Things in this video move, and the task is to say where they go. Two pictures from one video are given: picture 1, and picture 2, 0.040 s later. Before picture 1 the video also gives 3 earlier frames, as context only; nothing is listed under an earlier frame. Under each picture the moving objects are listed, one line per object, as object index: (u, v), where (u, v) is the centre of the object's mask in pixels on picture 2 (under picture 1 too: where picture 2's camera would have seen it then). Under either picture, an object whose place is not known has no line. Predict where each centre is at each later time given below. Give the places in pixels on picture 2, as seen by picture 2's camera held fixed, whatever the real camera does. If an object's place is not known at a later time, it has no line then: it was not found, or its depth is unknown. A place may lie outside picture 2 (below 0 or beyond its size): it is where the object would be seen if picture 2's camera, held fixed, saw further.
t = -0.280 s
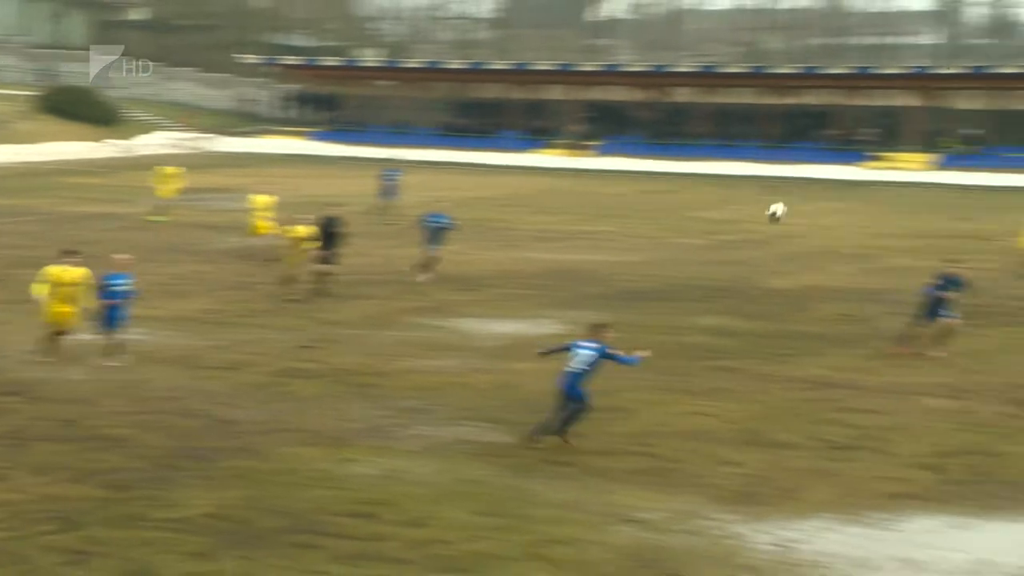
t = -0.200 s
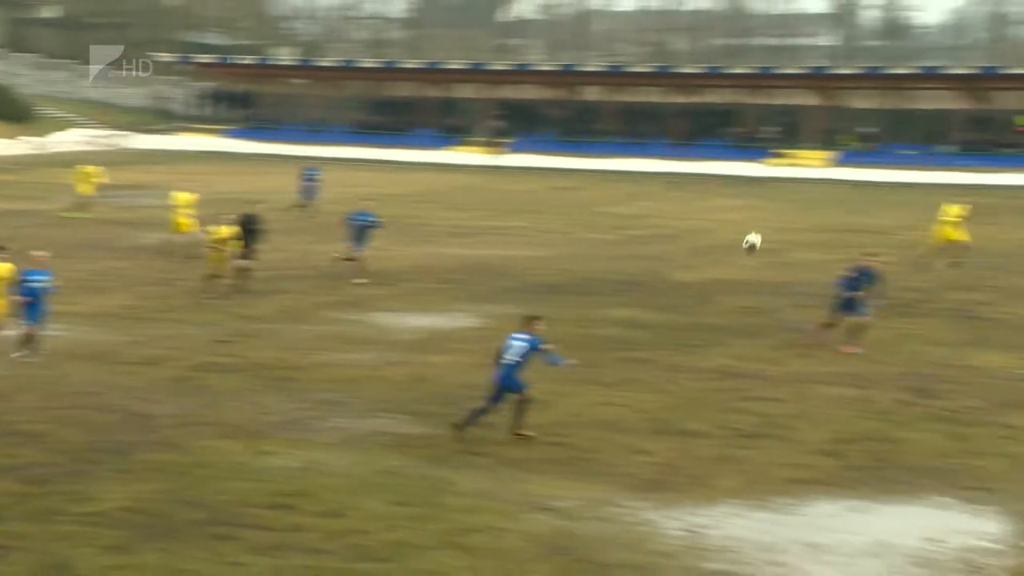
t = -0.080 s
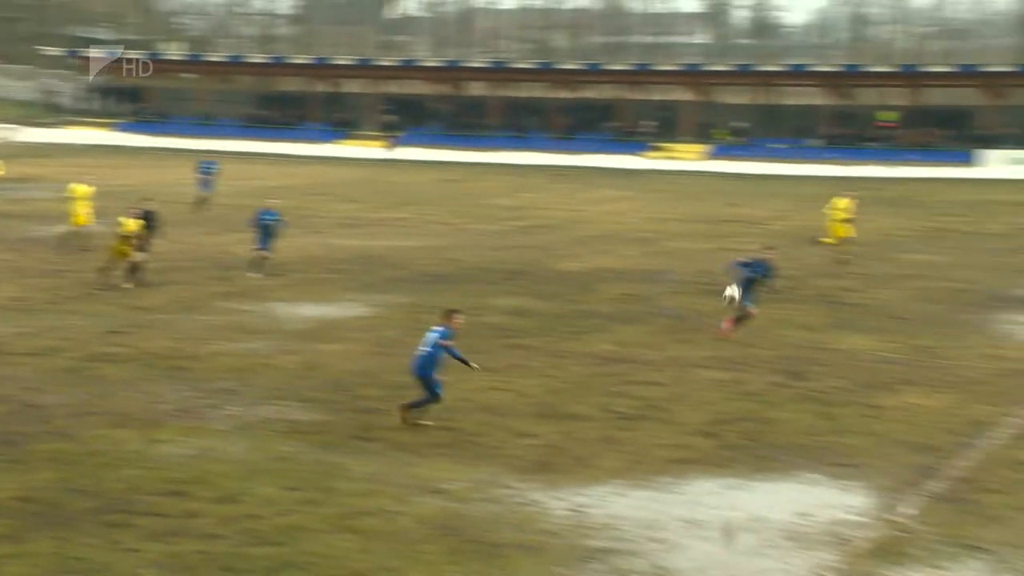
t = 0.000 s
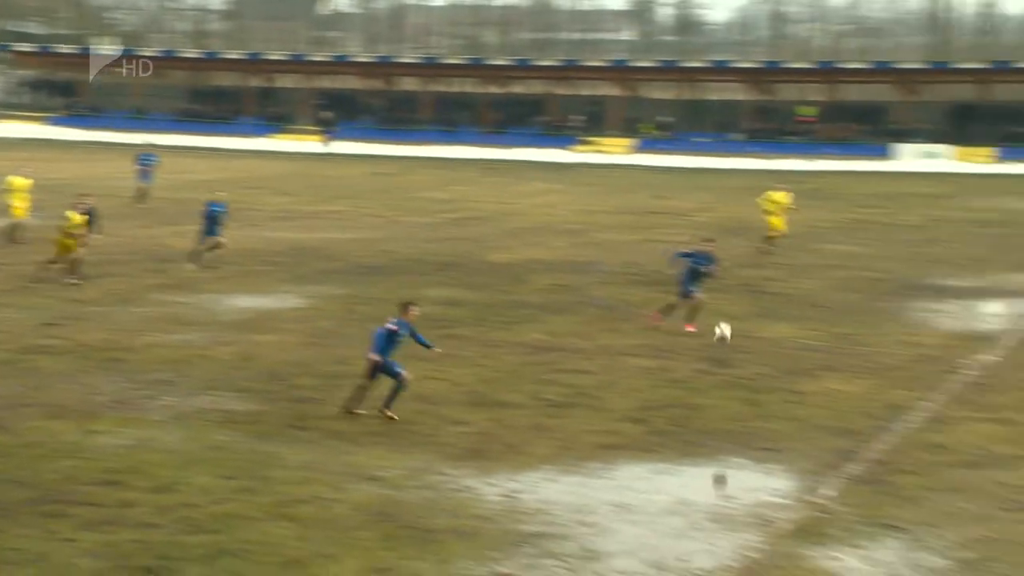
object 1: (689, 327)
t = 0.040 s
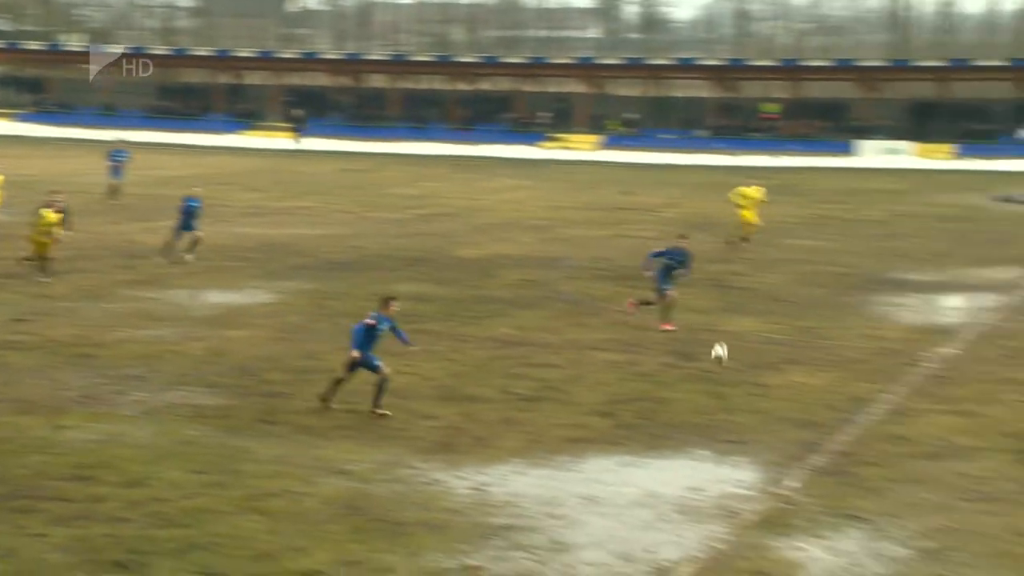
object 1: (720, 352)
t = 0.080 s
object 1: (749, 380)
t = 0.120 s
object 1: (779, 398)
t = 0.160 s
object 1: (805, 391)
